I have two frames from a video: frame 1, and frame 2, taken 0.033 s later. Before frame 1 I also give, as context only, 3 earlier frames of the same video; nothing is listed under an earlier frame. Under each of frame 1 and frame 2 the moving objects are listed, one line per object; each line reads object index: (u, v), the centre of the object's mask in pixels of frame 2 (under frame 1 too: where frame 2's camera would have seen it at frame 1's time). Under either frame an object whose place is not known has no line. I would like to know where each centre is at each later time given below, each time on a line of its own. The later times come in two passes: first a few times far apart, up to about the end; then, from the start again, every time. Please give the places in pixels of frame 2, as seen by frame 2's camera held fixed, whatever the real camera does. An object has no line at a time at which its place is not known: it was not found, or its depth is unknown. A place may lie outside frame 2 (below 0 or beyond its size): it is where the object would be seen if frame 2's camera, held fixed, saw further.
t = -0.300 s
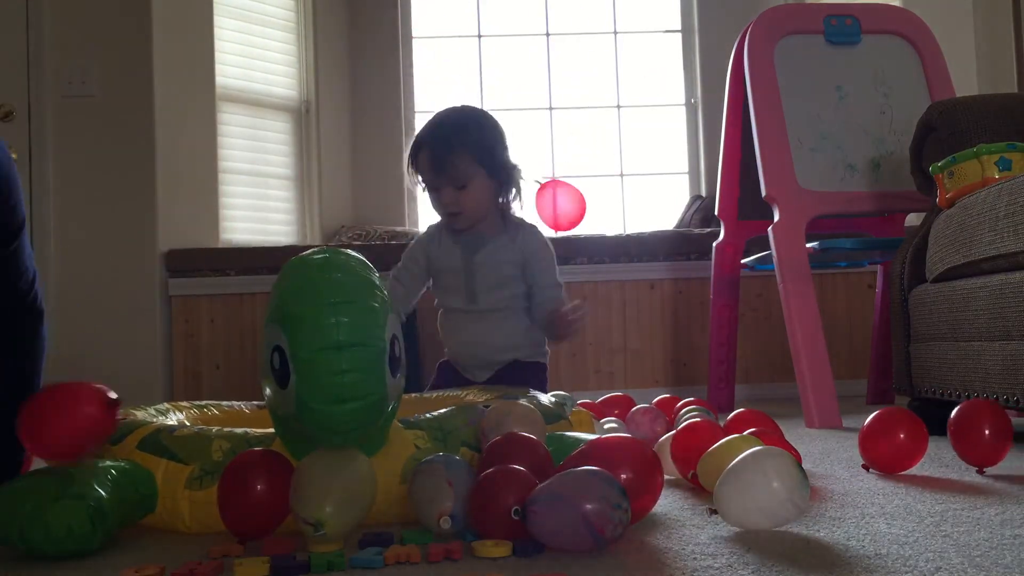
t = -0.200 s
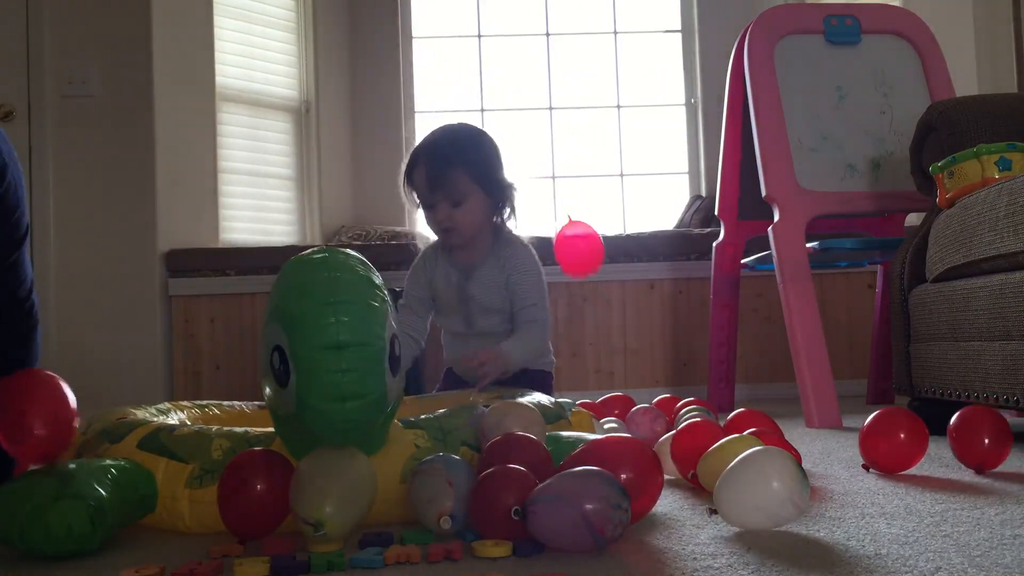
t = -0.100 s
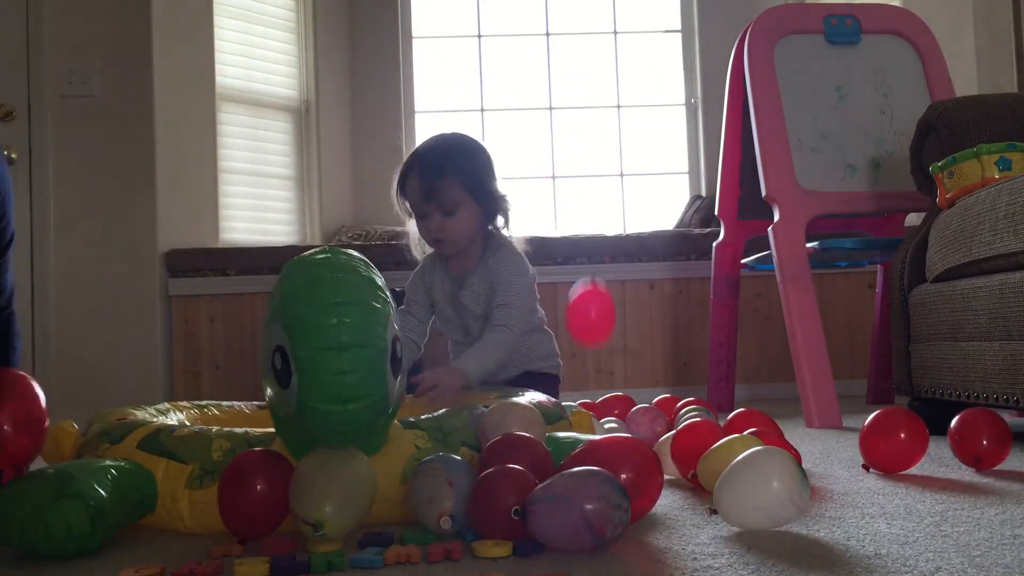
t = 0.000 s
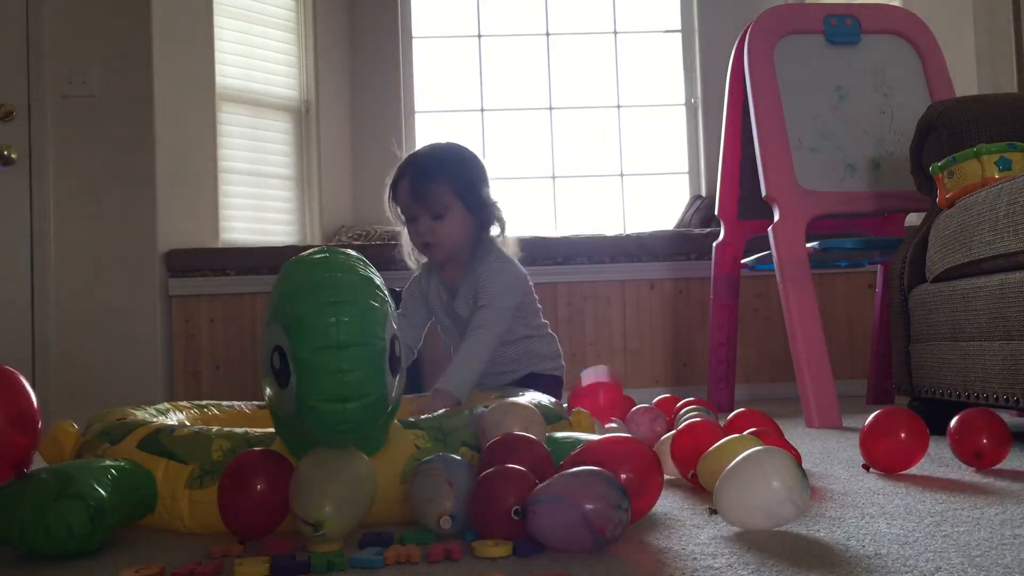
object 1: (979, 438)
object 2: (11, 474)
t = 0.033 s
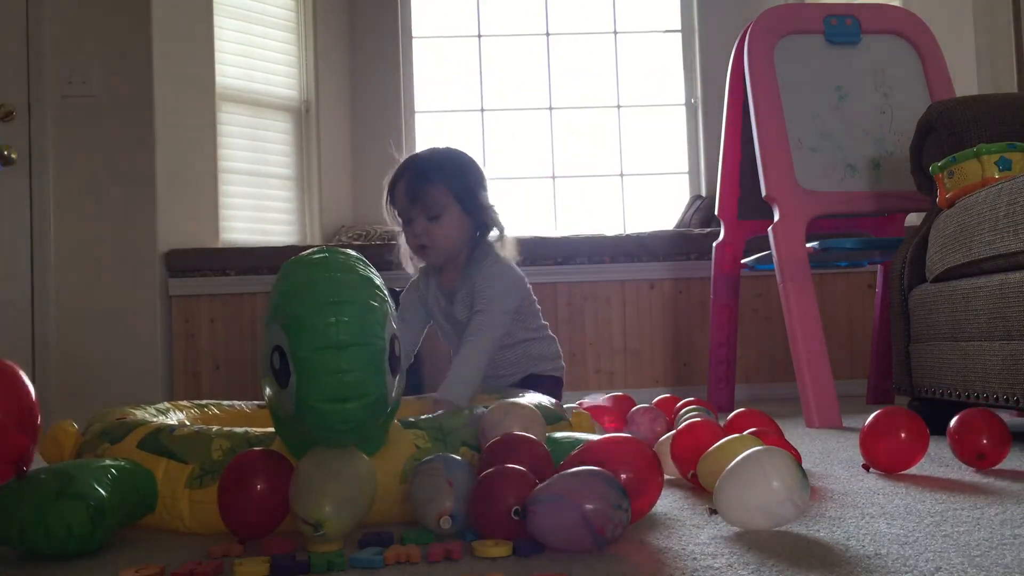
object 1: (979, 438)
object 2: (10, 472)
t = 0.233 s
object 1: (977, 438)
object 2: (15, 454)
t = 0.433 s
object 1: (966, 439)
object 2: (14, 451)
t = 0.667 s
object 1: (964, 439)
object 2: (13, 452)
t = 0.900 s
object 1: (964, 440)
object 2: (13, 453)
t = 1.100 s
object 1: (964, 439)
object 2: (13, 451)
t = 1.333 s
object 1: (964, 439)
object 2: (13, 454)
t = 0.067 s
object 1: (979, 438)
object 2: (15, 465)
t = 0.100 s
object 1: (979, 438)
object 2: (17, 459)
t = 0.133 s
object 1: (978, 438)
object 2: (15, 454)
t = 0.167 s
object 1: (978, 438)
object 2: (15, 453)
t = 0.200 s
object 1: (978, 438)
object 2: (15, 453)
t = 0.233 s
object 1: (977, 438)
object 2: (15, 454)
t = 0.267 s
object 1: (975, 438)
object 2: (15, 454)
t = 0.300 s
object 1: (974, 438)
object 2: (15, 454)
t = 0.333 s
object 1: (971, 439)
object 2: (15, 453)
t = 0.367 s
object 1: (969, 439)
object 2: (15, 452)
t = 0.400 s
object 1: (967, 439)
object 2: (14, 451)
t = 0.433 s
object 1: (966, 439)
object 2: (14, 451)
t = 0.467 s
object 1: (966, 439)
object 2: (14, 451)
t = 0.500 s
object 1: (965, 439)
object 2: (14, 451)
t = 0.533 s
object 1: (965, 439)
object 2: (14, 450)
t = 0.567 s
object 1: (965, 439)
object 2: (14, 451)
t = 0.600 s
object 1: (965, 439)
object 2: (13, 452)
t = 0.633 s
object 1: (965, 440)
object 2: (13, 452)
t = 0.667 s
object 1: (964, 439)
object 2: (13, 452)
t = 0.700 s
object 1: (964, 440)
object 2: (13, 452)
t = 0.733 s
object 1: (964, 440)
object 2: (13, 454)
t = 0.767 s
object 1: (964, 440)
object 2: (13, 454)
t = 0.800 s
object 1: (964, 440)
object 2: (13, 452)
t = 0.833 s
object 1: (964, 440)
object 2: (13, 453)
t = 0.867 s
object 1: (964, 439)
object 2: (13, 454)
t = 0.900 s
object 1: (964, 440)
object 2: (13, 453)
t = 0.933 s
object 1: (964, 440)
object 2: (13, 453)
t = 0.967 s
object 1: (964, 440)
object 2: (13, 453)
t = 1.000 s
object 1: (964, 439)
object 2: (13, 453)
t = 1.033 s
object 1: (964, 439)
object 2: (13, 452)
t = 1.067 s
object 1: (964, 439)
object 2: (13, 452)
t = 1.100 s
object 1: (964, 439)
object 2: (13, 451)
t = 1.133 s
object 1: (964, 439)
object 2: (13, 449)
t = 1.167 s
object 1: (964, 439)
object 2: (13, 449)
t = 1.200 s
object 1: (964, 439)
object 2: (13, 451)
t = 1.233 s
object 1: (964, 439)
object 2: (13, 453)
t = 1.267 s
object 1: (964, 439)
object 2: (13, 454)
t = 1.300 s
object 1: (964, 439)
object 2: (13, 454)
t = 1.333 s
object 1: (964, 439)
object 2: (13, 454)
